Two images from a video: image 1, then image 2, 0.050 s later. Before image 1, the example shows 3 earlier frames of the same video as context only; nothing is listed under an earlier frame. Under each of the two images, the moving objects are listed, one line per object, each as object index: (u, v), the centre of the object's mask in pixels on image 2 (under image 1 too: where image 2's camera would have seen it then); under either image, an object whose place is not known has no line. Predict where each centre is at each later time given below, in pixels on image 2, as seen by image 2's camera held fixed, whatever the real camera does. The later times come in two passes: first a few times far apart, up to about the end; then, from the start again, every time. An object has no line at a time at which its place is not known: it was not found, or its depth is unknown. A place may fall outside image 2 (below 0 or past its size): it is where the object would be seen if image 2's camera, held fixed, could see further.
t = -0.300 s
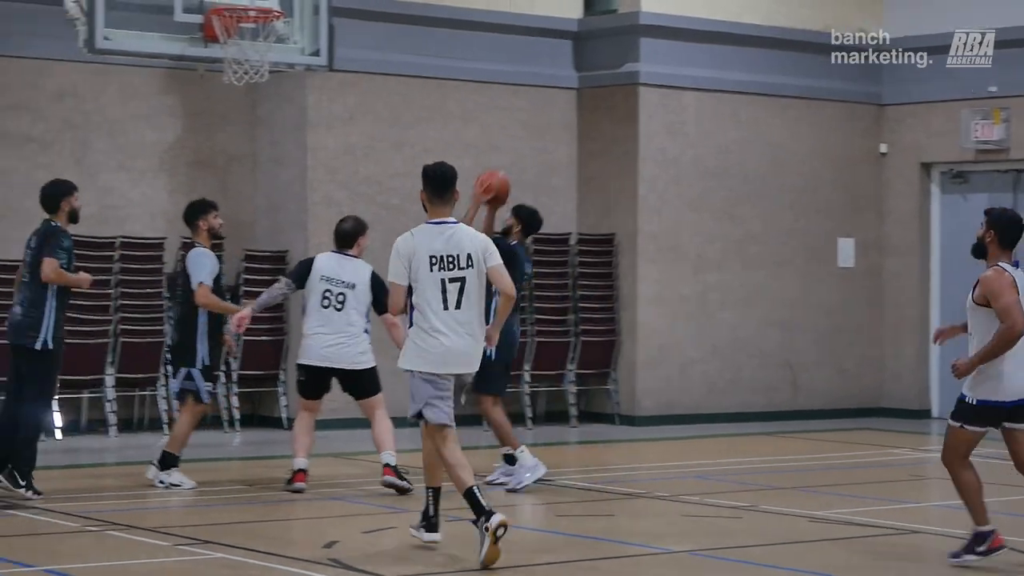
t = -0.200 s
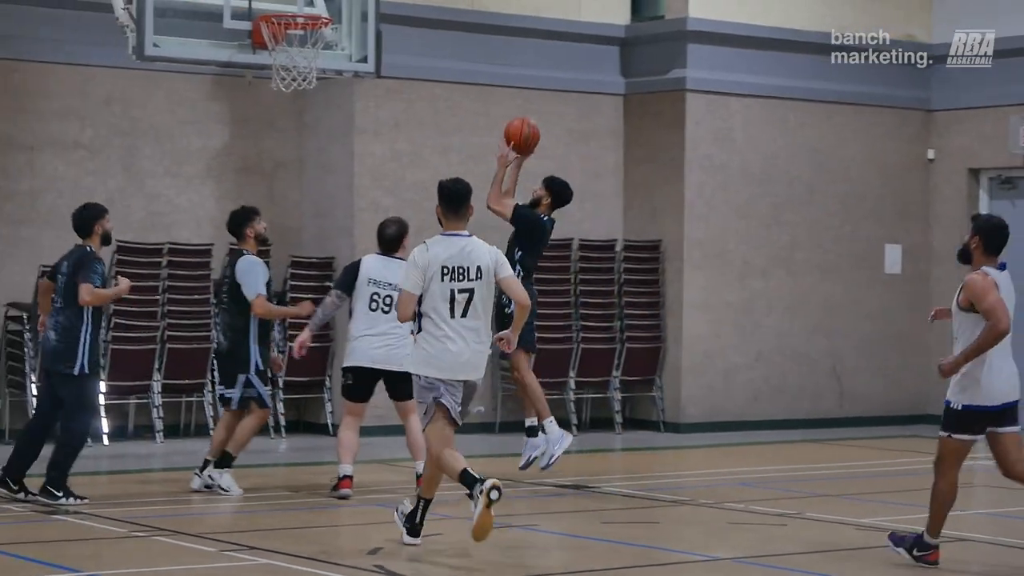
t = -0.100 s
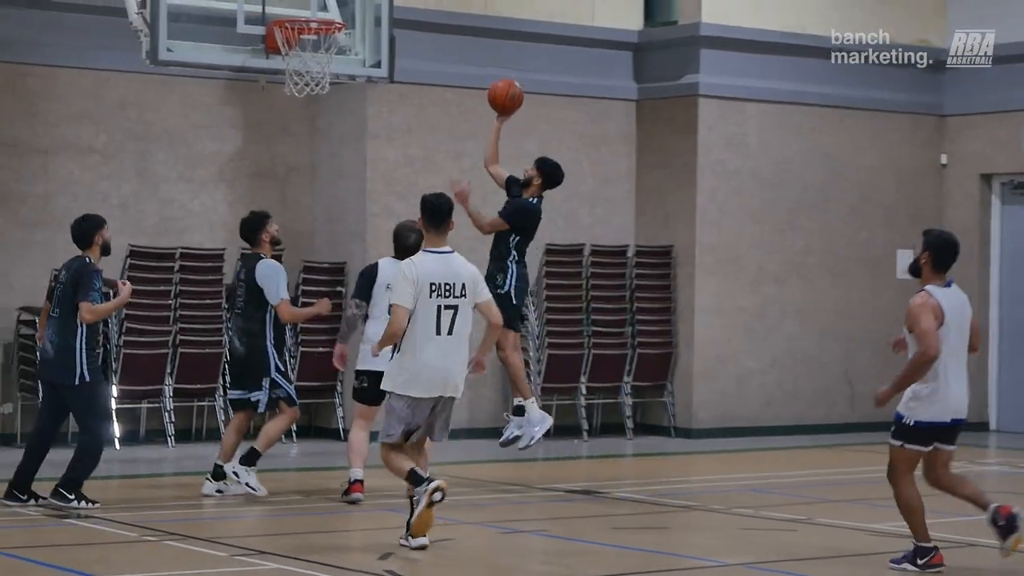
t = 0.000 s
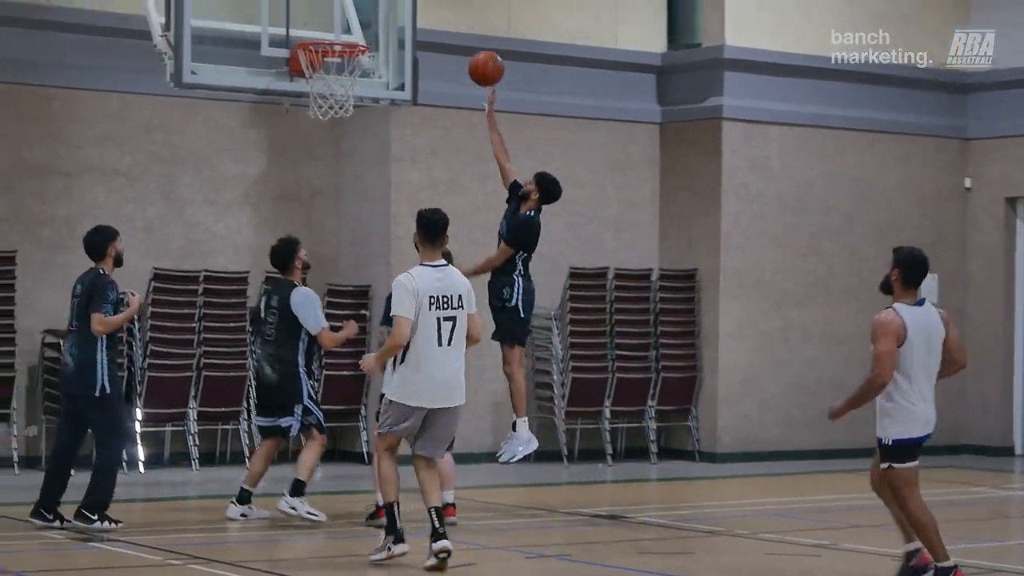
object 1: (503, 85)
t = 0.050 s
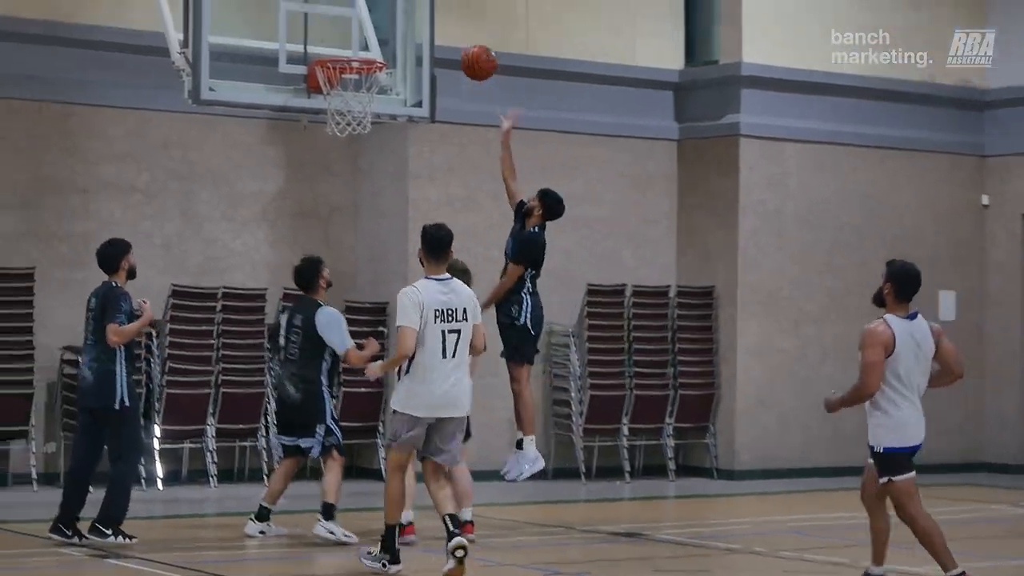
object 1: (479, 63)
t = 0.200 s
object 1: (406, 17)
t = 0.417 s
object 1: (372, 9)
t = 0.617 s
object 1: (362, 38)
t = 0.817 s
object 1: (355, 39)
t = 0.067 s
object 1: (471, 56)
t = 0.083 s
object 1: (463, 50)
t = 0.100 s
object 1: (455, 44)
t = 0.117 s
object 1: (447, 39)
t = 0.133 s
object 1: (438, 33)
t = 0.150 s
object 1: (430, 29)
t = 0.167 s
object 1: (422, 25)
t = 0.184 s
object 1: (414, 21)
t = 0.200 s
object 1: (406, 17)
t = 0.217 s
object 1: (397, 14)
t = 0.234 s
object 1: (390, 11)
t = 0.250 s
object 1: (382, 9)
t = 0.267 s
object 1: (381, 7)
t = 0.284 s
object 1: (379, 6)
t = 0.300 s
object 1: (379, 5)
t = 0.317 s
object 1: (378, 4)
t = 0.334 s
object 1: (377, 4)
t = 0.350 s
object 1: (376, 4)
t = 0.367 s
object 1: (375, 5)
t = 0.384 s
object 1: (374, 6)
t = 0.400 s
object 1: (373, 7)
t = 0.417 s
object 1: (372, 9)
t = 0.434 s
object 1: (372, 11)
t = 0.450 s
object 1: (370, 14)
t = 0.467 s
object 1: (369, 17)
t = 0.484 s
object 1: (368, 21)
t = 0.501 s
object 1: (367, 25)
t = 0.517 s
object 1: (367, 30)
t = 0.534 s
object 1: (365, 34)
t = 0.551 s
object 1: (364, 40)
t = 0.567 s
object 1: (364, 44)
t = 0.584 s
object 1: (363, 42)
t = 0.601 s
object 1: (363, 39)
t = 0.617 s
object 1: (362, 38)
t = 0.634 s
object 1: (361, 37)
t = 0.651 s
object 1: (361, 36)
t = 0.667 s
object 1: (361, 36)
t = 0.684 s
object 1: (360, 36)
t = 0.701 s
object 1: (360, 36)
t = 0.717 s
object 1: (359, 37)
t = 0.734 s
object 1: (359, 38)
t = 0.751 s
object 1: (359, 40)
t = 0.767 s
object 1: (358, 41)
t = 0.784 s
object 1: (357, 40)
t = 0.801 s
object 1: (356, 39)
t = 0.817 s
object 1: (355, 39)
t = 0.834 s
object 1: (354, 39)
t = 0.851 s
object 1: (353, 40)
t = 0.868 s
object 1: (352, 41)
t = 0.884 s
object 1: (351, 42)
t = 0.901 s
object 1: (350, 44)
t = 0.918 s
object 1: (349, 46)
